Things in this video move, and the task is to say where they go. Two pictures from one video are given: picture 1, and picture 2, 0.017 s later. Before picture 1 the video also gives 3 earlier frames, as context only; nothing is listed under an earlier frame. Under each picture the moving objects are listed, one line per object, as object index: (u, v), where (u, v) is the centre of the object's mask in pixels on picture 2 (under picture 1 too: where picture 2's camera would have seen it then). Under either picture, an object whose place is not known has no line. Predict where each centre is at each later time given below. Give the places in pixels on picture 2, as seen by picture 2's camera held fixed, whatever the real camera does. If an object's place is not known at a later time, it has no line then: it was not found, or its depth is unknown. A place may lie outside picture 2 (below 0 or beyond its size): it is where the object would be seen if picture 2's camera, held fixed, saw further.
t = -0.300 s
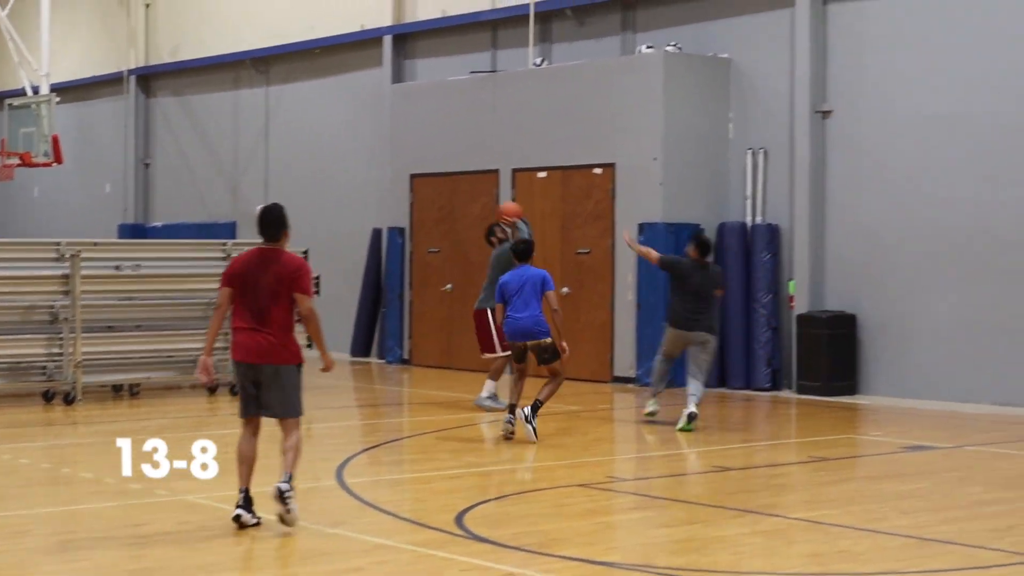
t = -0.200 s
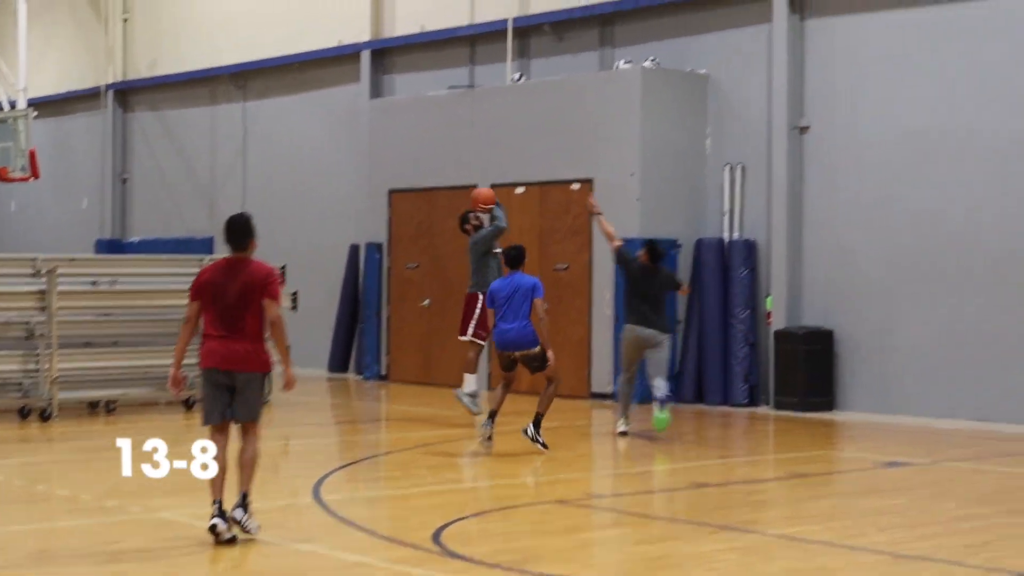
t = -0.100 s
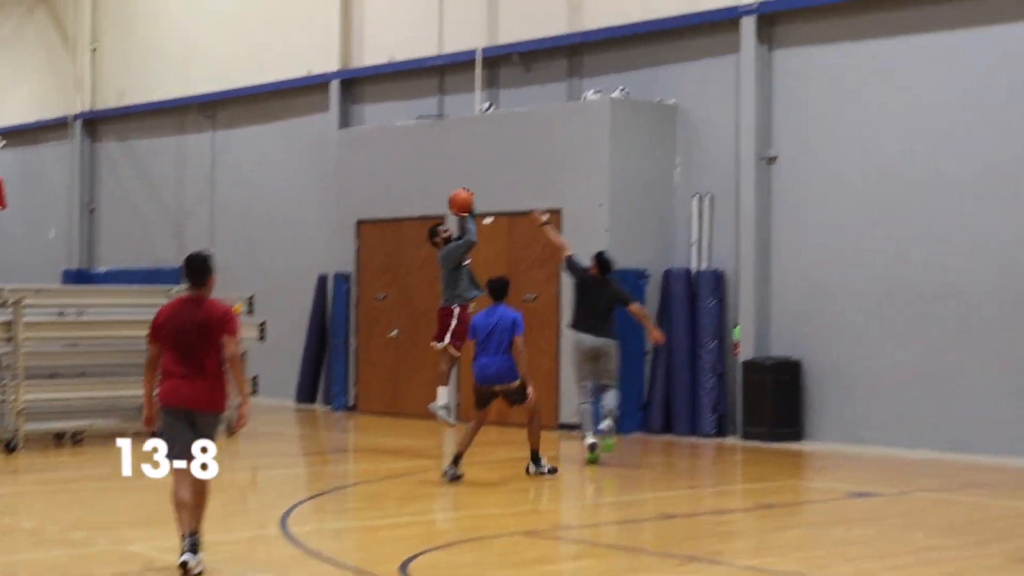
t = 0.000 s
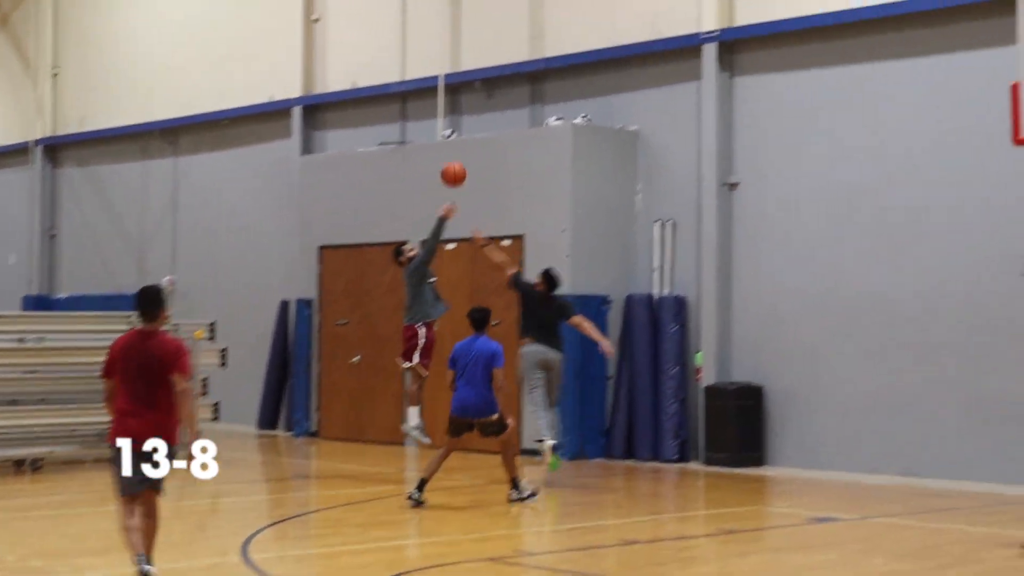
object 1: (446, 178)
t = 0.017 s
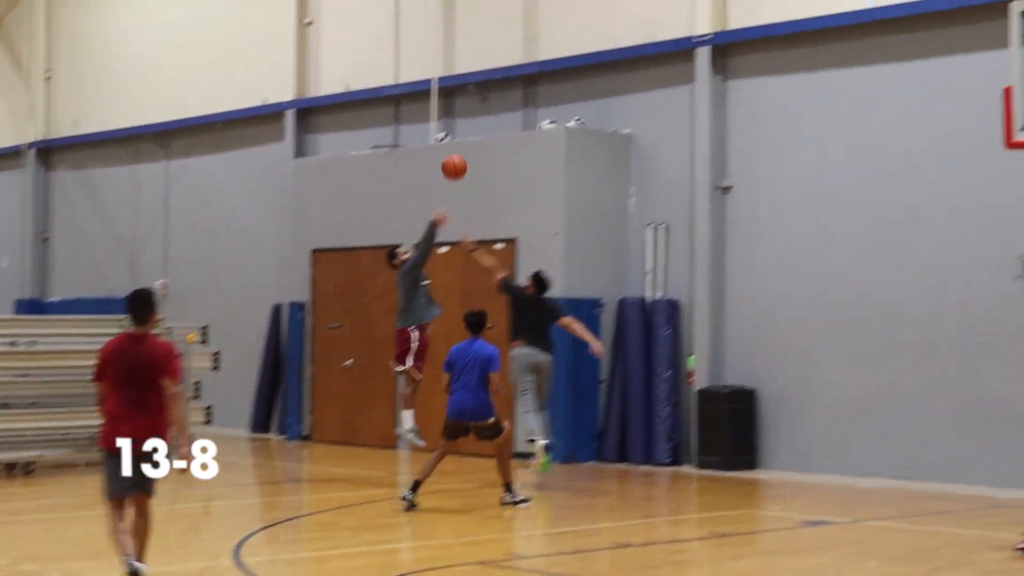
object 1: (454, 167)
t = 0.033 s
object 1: (462, 157)
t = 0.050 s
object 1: (470, 147)
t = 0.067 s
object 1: (479, 137)
